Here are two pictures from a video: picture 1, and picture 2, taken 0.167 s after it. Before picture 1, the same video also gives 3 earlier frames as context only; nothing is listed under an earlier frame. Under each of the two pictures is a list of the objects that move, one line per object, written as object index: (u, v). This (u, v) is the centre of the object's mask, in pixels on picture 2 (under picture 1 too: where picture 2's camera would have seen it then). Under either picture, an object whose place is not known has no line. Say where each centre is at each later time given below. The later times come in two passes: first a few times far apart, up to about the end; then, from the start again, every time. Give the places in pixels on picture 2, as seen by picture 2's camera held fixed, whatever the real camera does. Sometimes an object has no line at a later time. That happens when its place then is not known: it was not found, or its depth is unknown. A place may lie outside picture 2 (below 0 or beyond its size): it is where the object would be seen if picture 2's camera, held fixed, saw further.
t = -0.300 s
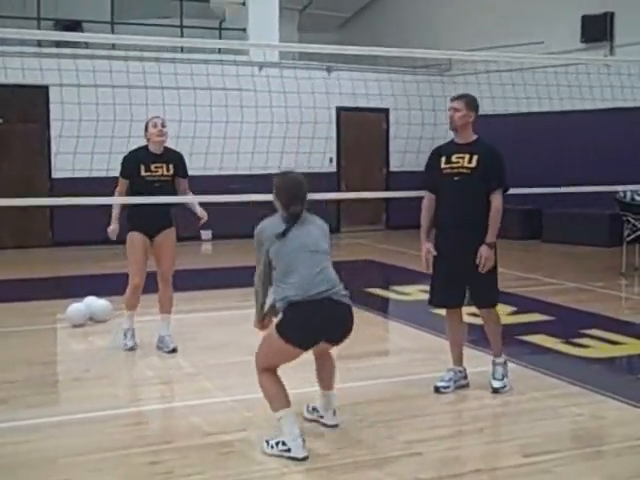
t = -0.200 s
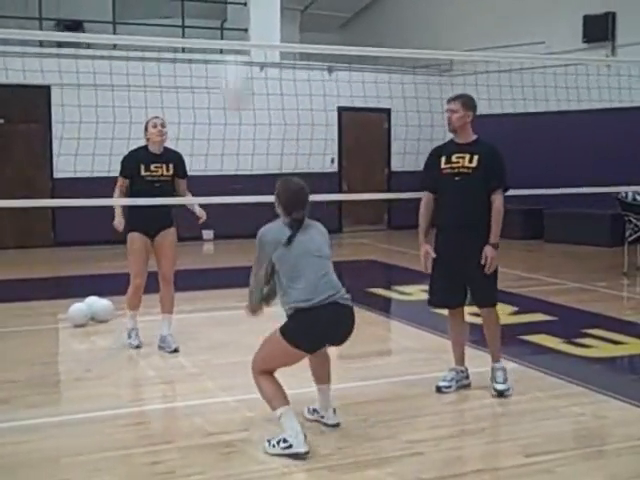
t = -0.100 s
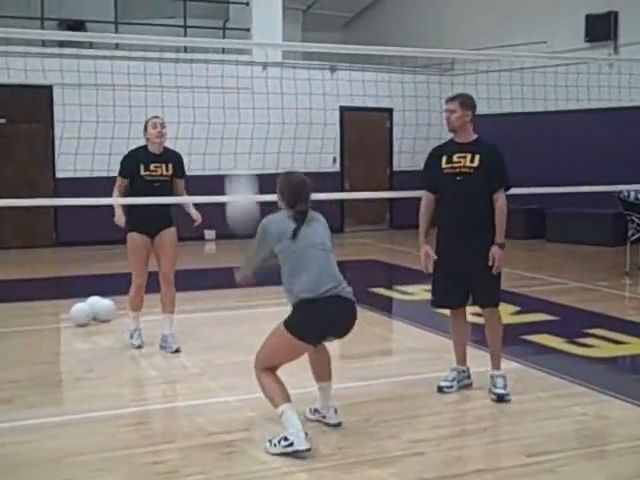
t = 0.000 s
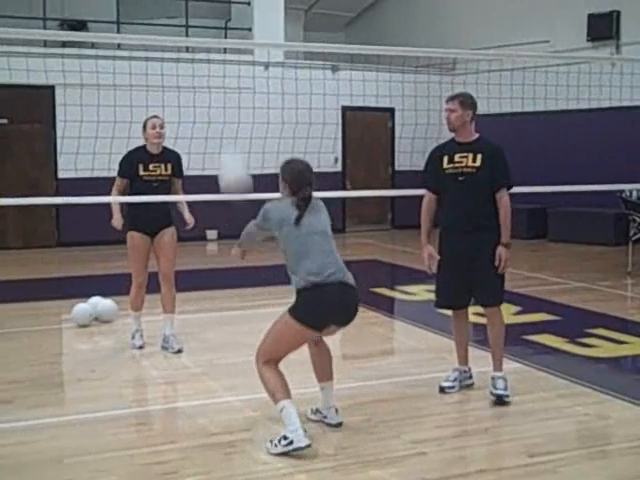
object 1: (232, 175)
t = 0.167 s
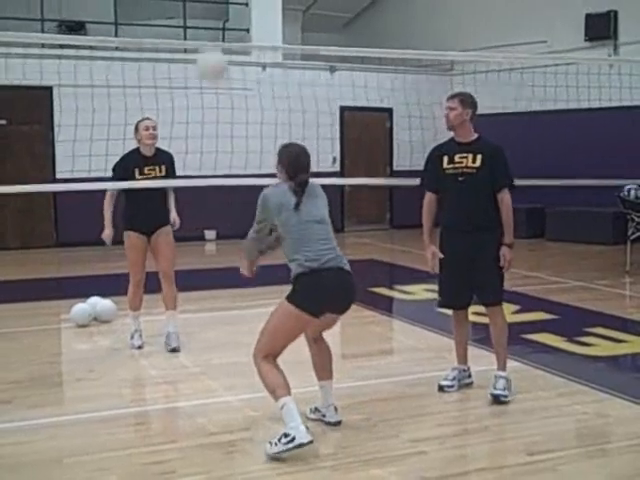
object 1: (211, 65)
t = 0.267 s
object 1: (212, 53)
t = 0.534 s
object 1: (217, 126)
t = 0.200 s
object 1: (212, 55)
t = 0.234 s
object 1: (212, 53)
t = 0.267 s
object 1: (212, 53)
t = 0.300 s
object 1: (213, 56)
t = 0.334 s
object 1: (214, 60)
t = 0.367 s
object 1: (214, 67)
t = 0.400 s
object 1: (215, 73)
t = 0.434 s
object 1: (216, 84)
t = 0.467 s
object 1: (215, 98)
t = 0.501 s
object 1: (217, 110)
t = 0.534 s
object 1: (217, 126)
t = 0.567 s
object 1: (219, 144)
